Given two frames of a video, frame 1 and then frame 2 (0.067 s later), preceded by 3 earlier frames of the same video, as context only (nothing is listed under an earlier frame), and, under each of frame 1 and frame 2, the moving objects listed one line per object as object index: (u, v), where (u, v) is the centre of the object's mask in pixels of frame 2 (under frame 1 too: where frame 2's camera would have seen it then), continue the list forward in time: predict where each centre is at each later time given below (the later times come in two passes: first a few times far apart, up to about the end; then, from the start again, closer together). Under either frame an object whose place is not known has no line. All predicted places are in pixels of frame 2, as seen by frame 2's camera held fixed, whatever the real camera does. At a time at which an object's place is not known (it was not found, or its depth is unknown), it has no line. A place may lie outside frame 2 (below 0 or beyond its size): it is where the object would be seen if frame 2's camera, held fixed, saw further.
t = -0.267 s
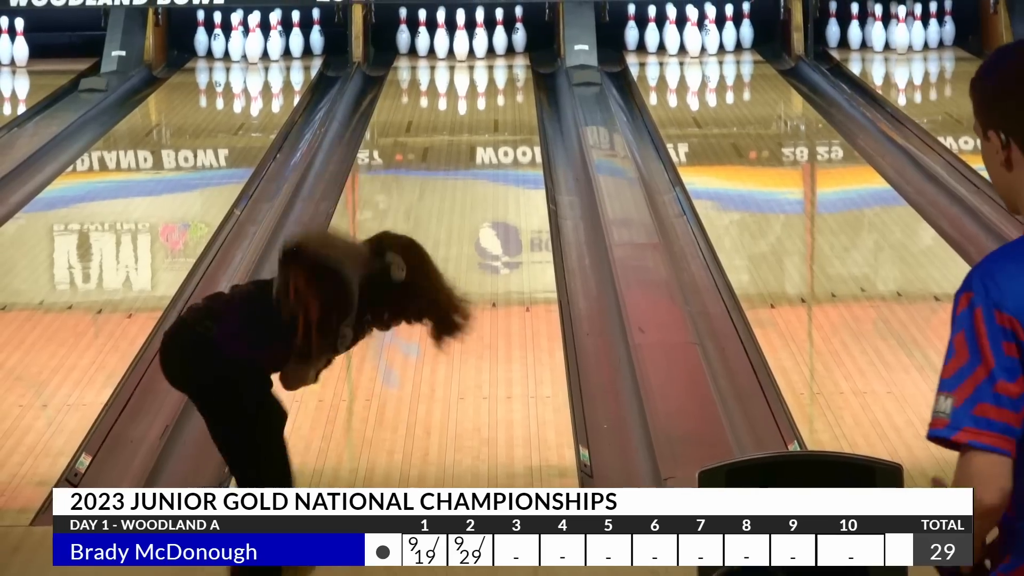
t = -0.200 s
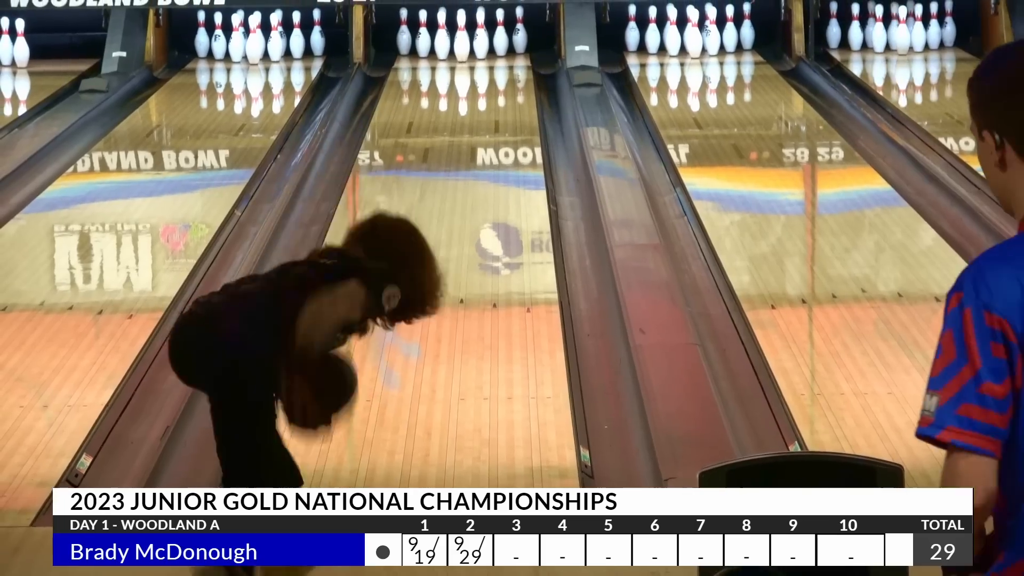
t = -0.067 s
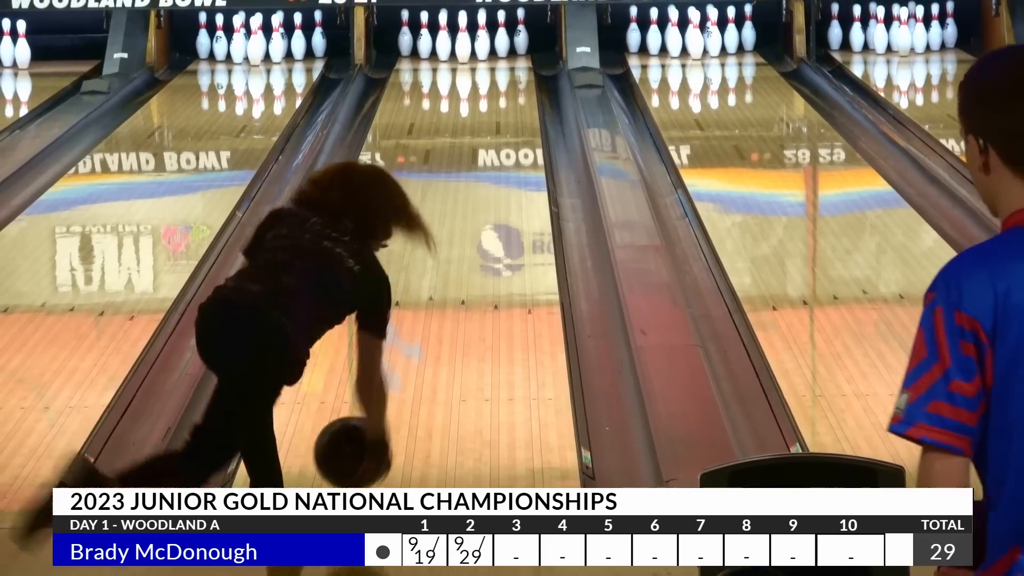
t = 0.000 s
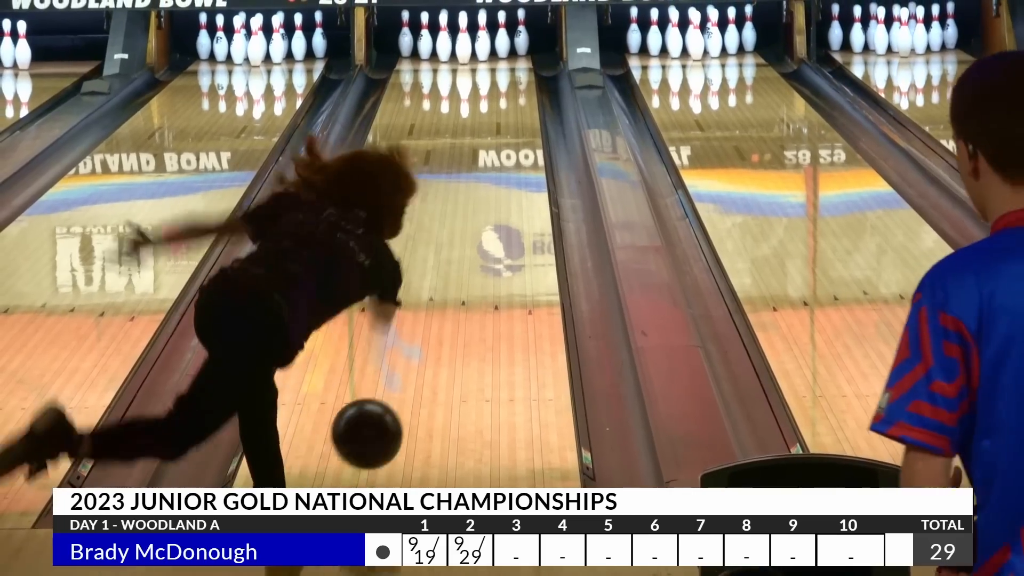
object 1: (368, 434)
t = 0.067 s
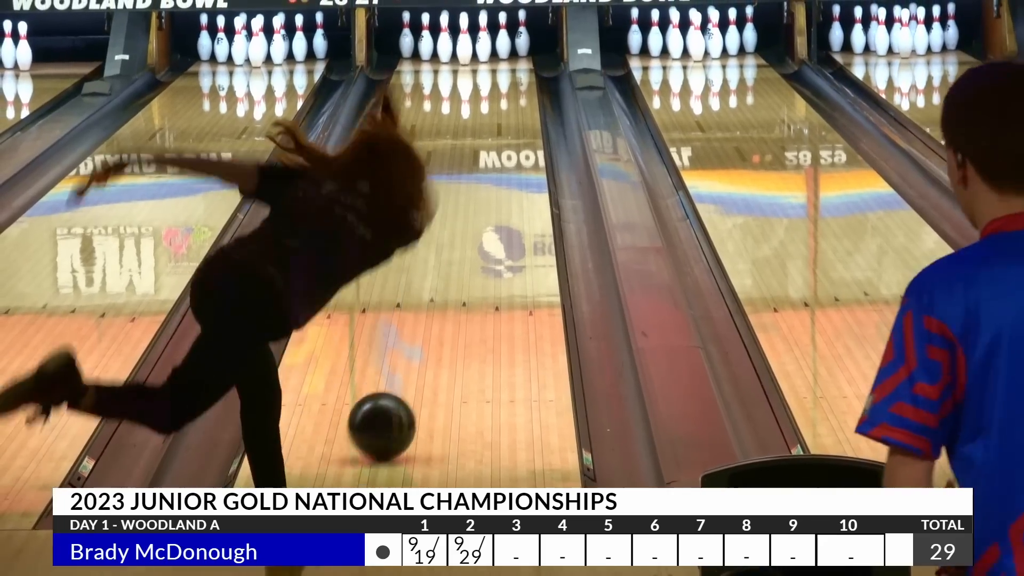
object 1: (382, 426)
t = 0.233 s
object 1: (410, 359)
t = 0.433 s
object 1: (437, 295)
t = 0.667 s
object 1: (459, 238)
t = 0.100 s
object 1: (388, 410)
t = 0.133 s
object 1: (394, 397)
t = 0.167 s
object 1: (400, 384)
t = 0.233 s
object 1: (410, 359)
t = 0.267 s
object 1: (415, 347)
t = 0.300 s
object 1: (420, 336)
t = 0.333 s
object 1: (424, 325)
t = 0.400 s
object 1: (432, 305)
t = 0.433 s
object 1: (437, 295)
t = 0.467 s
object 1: (440, 286)
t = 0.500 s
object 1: (444, 277)
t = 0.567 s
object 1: (451, 261)
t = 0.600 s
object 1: (454, 253)
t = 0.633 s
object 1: (457, 245)
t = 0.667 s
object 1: (459, 238)
